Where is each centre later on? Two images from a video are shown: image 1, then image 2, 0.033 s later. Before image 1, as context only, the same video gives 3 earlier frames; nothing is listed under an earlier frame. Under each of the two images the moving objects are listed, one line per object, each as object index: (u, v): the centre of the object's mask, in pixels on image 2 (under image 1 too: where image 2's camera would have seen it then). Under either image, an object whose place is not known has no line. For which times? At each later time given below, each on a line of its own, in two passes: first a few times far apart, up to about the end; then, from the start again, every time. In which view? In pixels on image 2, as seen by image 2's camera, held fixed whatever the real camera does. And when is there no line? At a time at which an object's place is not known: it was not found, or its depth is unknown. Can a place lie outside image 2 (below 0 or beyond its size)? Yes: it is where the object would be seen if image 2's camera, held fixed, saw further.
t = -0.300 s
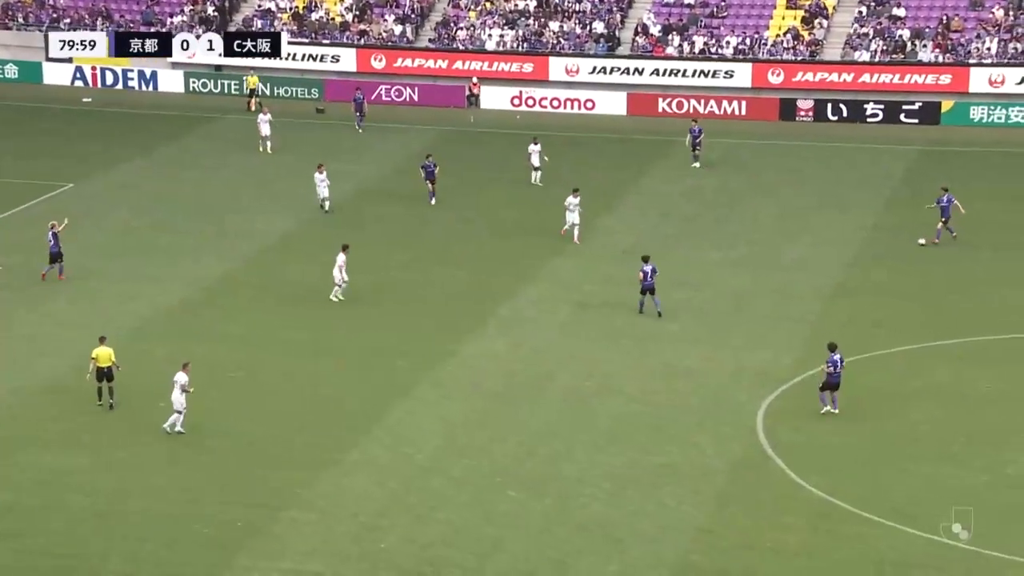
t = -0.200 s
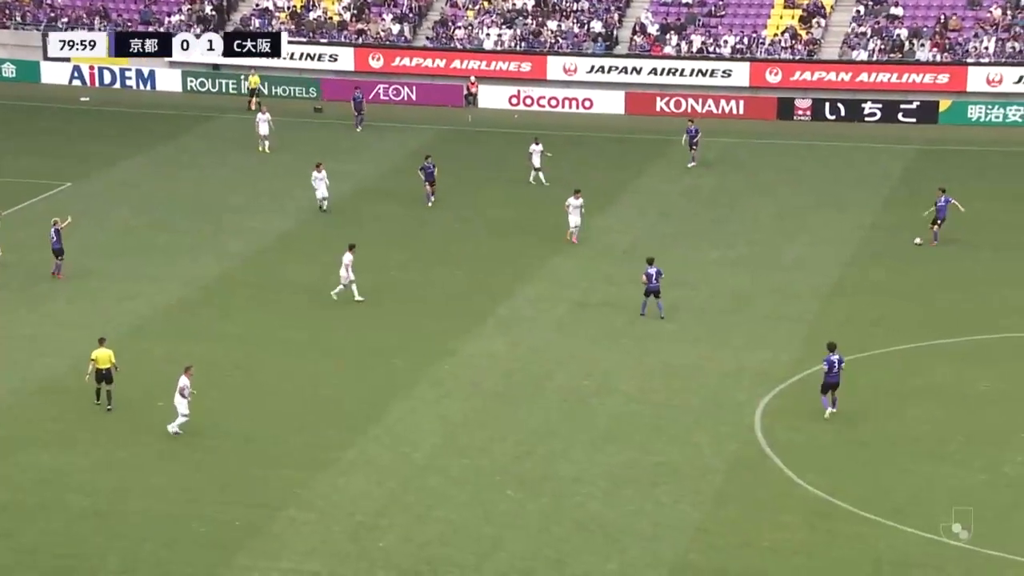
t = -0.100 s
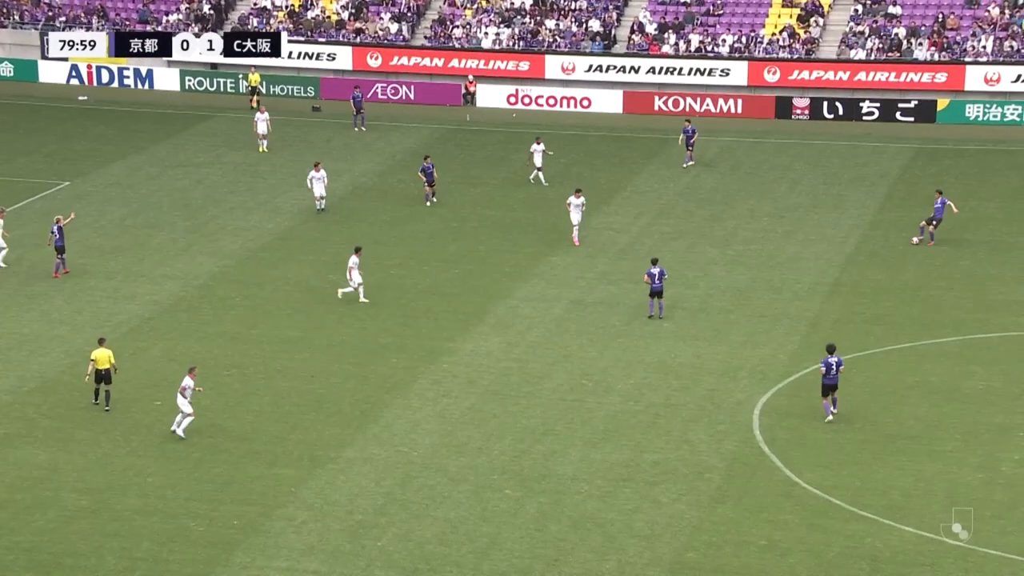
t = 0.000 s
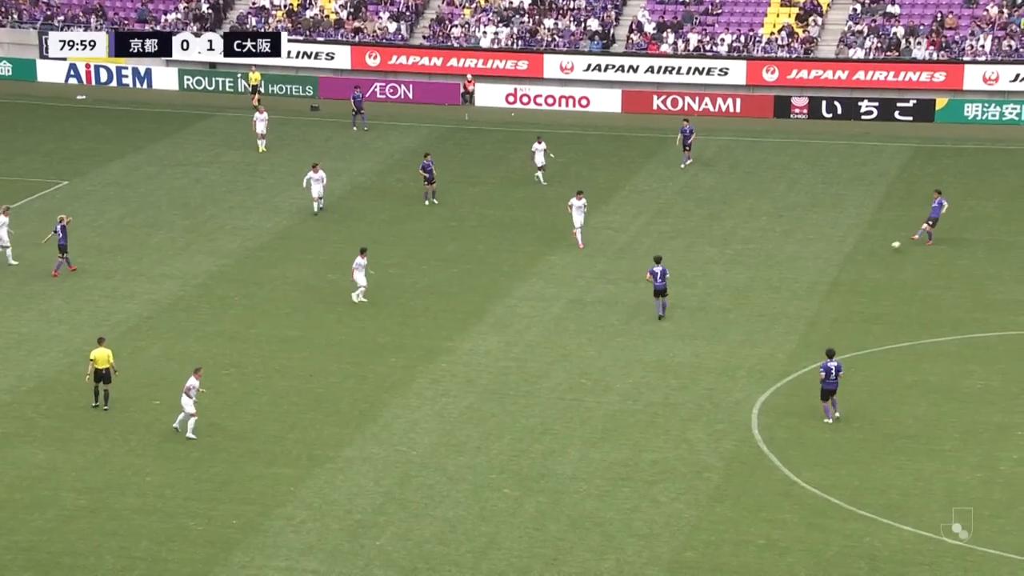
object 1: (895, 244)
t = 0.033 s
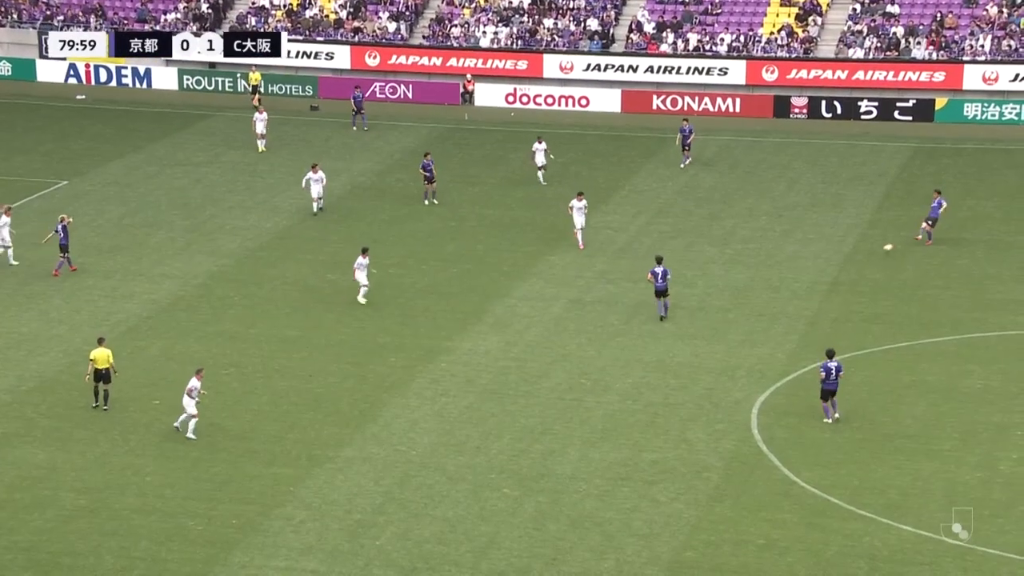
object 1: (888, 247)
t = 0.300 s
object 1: (826, 279)
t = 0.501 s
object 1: (780, 301)
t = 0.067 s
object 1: (880, 251)
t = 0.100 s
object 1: (873, 255)
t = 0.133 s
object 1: (865, 259)
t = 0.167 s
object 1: (857, 264)
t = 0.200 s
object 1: (849, 270)
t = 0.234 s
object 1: (841, 274)
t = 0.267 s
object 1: (833, 277)
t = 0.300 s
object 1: (826, 279)
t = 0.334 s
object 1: (819, 281)
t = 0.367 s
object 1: (811, 284)
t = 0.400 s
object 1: (803, 288)
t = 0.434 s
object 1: (796, 291)
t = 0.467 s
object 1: (788, 295)
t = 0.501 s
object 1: (780, 301)
